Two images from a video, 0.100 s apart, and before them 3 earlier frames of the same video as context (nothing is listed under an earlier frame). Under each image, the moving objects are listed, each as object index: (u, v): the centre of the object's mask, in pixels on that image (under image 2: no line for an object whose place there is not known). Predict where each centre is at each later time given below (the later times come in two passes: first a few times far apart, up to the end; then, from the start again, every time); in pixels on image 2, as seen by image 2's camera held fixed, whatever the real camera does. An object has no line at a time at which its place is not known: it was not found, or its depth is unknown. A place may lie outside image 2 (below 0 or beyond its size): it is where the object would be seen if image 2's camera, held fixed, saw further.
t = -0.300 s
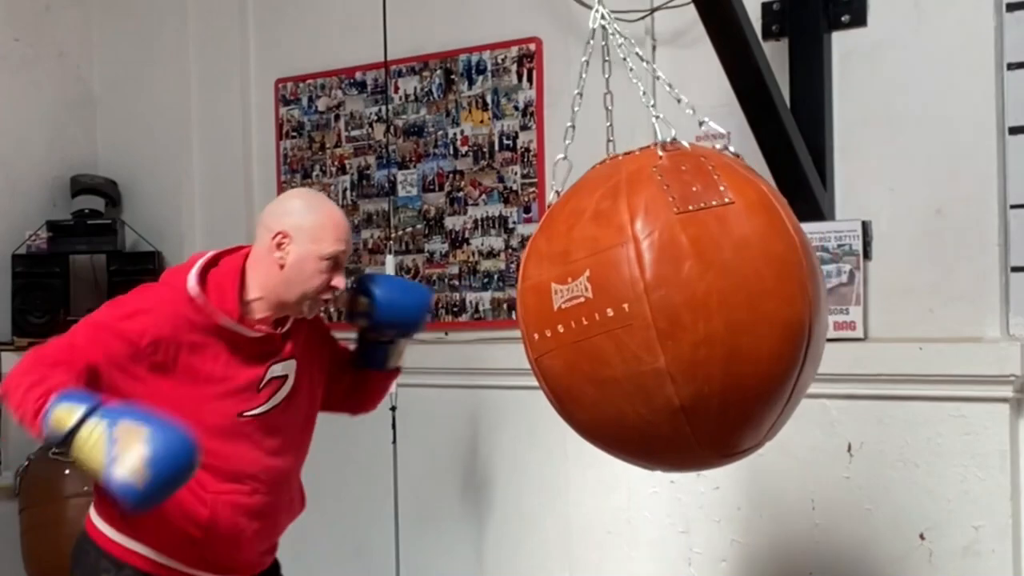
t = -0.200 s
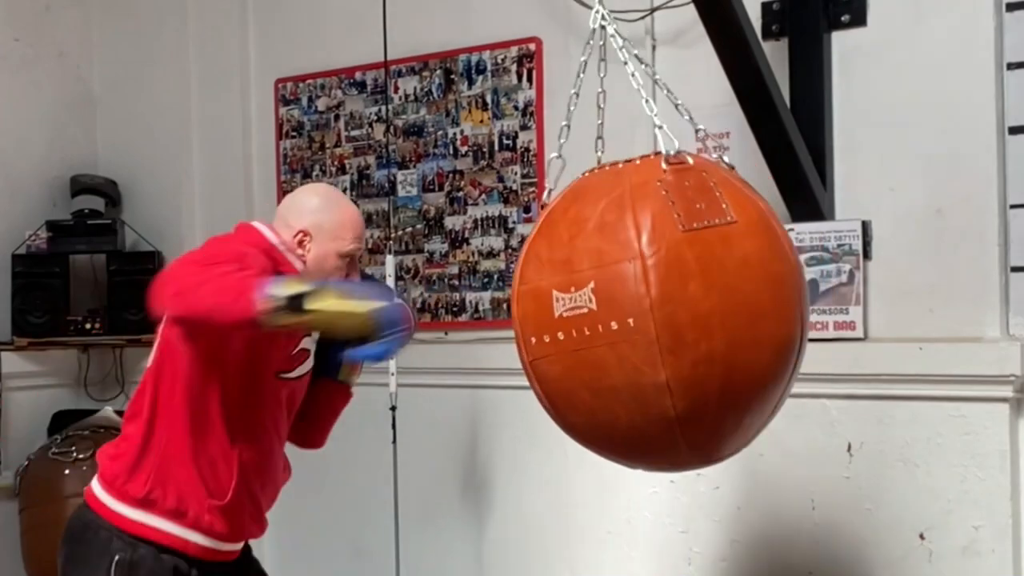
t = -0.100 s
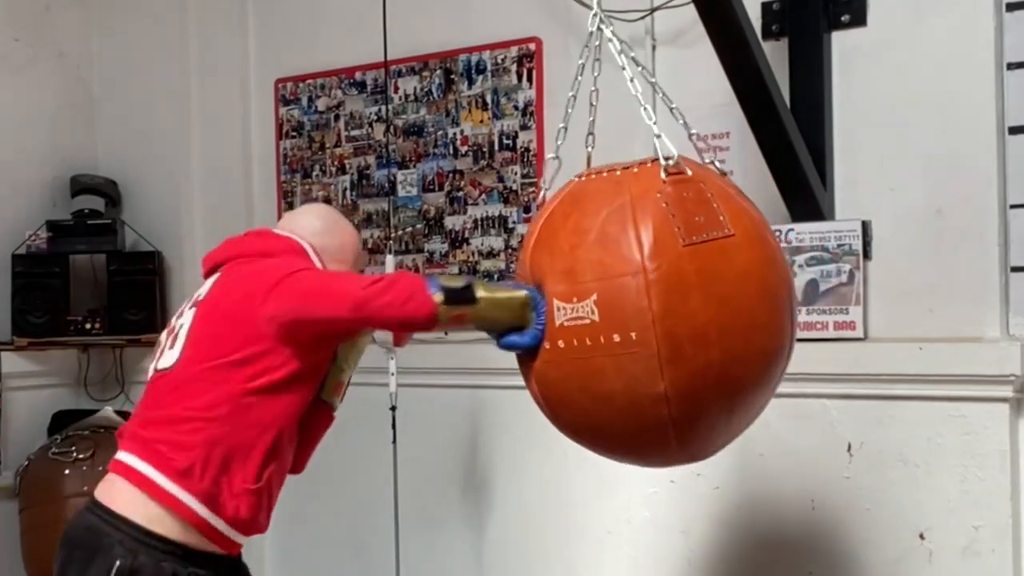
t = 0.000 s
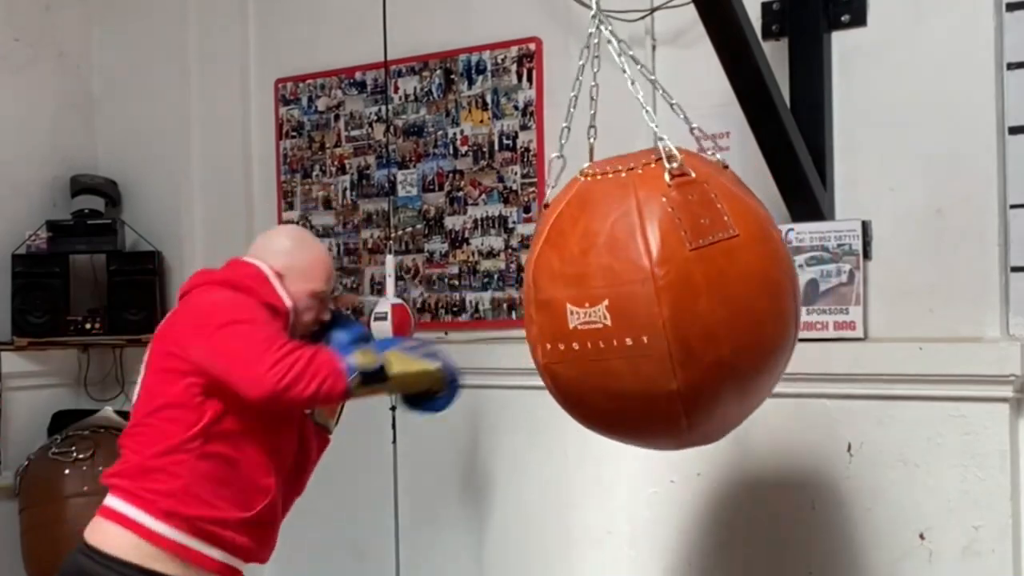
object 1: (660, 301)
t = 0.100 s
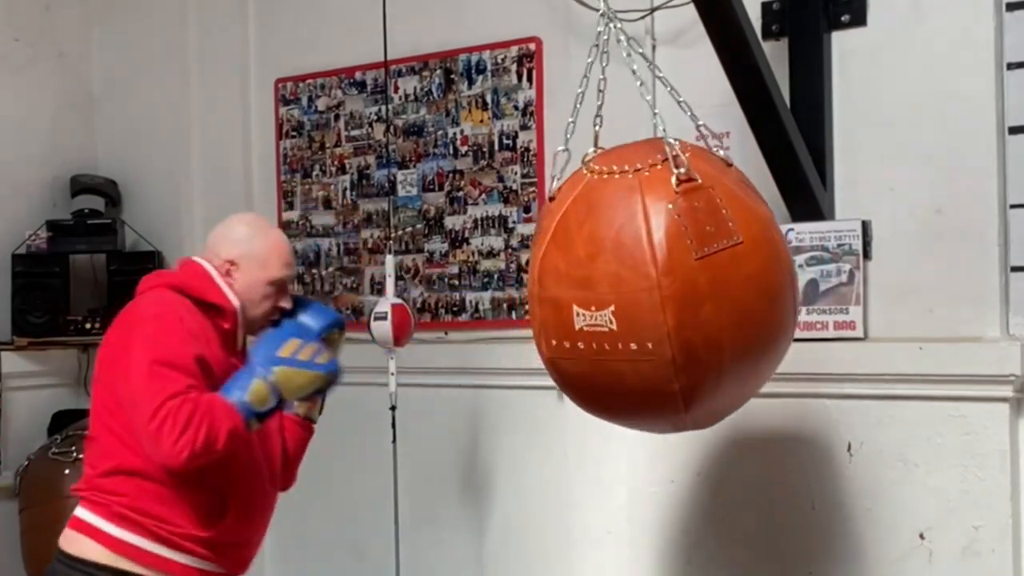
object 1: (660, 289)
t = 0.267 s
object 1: (647, 281)
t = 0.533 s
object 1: (601, 302)
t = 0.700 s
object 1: (565, 317)
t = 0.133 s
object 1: (659, 286)
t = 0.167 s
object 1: (657, 284)
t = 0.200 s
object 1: (654, 282)
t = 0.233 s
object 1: (650, 281)
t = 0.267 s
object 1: (647, 281)
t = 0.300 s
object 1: (643, 281)
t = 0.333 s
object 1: (638, 282)
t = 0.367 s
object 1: (633, 284)
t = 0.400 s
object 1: (627, 287)
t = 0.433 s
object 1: (621, 291)
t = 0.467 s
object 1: (614, 294)
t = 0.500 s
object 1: (607, 297)
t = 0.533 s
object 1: (601, 302)
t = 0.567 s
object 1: (594, 305)
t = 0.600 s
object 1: (587, 309)
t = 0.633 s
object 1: (580, 312)
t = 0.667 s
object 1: (572, 316)
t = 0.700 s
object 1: (565, 317)
